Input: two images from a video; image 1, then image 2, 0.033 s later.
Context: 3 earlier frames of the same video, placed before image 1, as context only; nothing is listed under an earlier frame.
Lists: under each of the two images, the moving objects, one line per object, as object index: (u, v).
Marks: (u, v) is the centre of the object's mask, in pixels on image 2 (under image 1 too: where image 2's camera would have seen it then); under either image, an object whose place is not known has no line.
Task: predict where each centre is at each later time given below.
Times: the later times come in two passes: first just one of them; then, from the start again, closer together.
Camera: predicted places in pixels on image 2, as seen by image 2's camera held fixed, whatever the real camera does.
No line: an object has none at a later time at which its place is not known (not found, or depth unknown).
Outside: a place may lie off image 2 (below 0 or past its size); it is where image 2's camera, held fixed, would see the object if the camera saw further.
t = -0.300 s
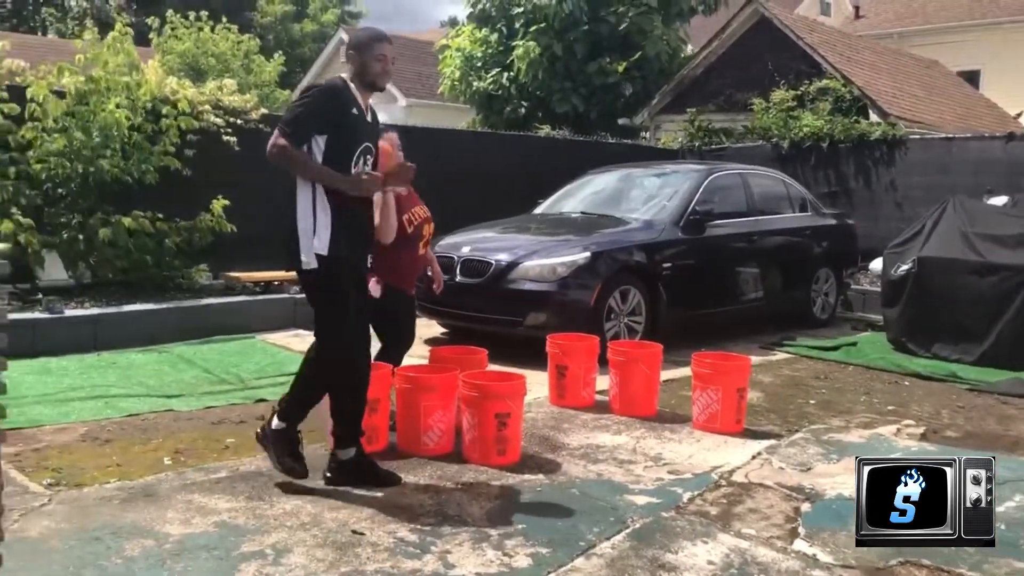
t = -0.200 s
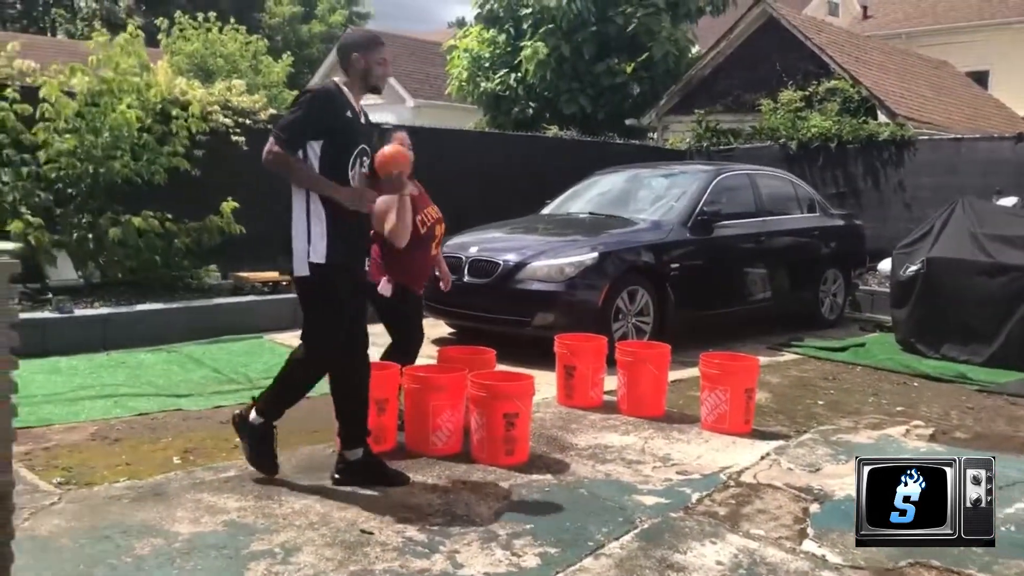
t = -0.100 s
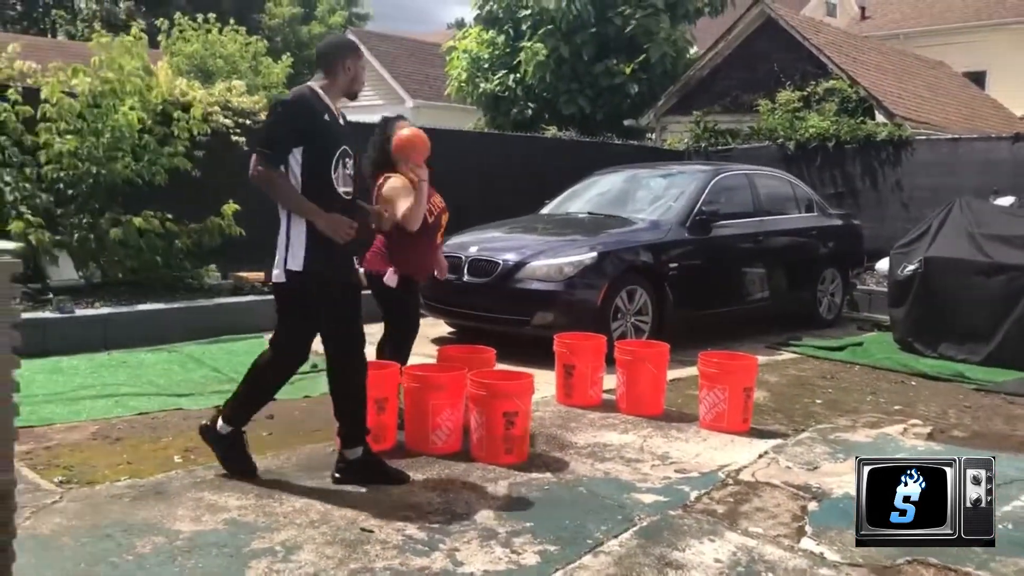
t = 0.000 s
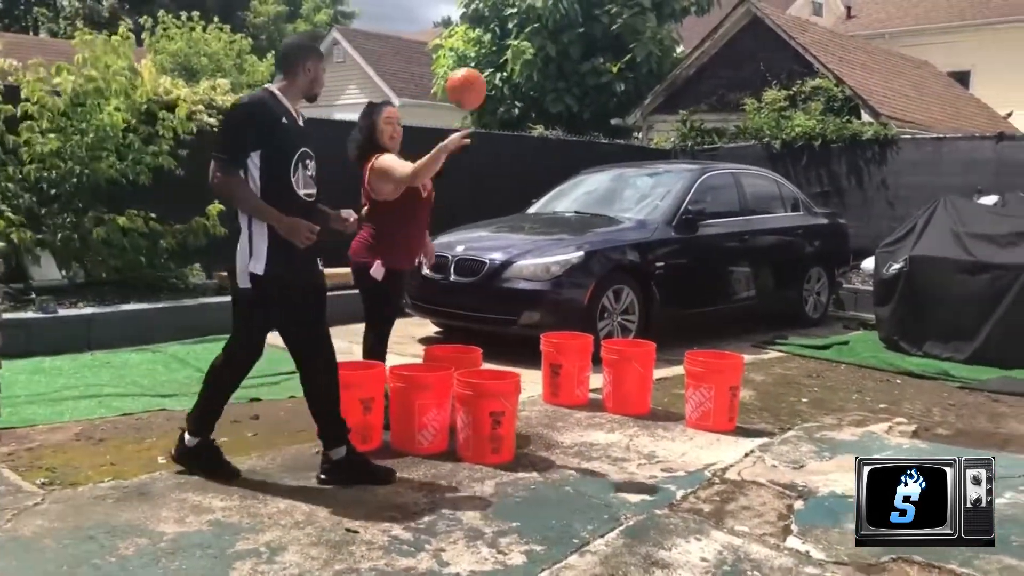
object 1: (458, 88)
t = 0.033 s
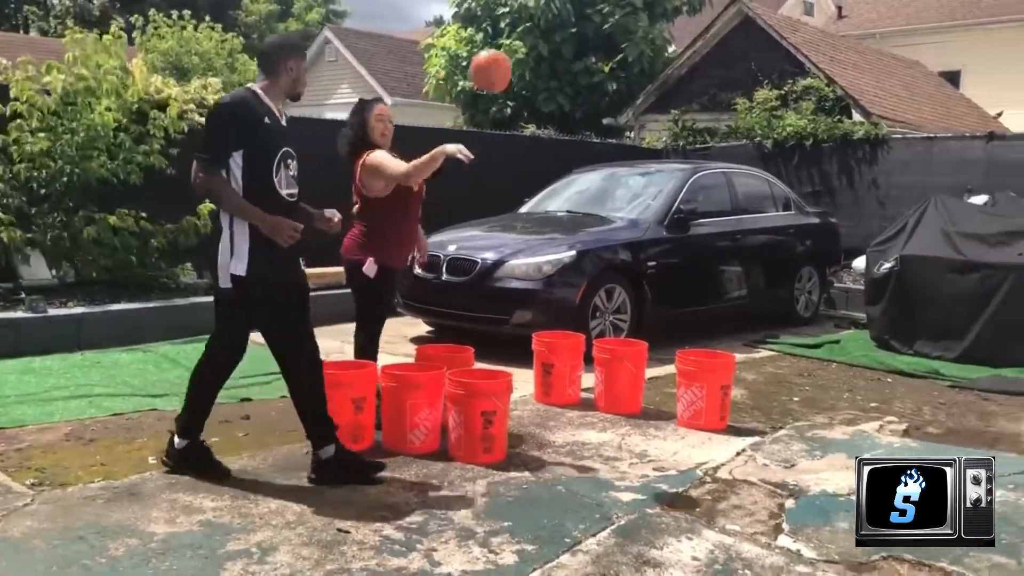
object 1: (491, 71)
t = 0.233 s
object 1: (738, 21)
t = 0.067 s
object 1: (525, 55)
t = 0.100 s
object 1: (562, 41)
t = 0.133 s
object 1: (602, 29)
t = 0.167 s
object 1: (645, 23)
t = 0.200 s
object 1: (689, 22)
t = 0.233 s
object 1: (738, 21)
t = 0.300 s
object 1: (845, 25)
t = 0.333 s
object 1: (903, 29)
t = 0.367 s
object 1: (964, 35)
